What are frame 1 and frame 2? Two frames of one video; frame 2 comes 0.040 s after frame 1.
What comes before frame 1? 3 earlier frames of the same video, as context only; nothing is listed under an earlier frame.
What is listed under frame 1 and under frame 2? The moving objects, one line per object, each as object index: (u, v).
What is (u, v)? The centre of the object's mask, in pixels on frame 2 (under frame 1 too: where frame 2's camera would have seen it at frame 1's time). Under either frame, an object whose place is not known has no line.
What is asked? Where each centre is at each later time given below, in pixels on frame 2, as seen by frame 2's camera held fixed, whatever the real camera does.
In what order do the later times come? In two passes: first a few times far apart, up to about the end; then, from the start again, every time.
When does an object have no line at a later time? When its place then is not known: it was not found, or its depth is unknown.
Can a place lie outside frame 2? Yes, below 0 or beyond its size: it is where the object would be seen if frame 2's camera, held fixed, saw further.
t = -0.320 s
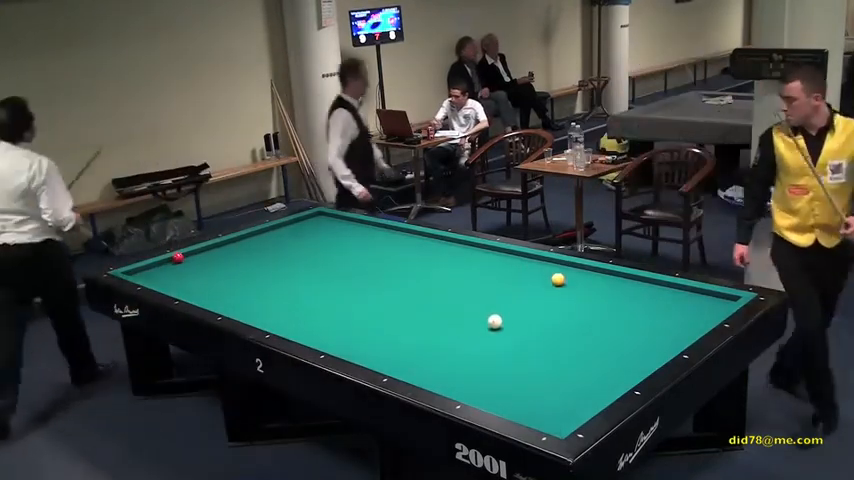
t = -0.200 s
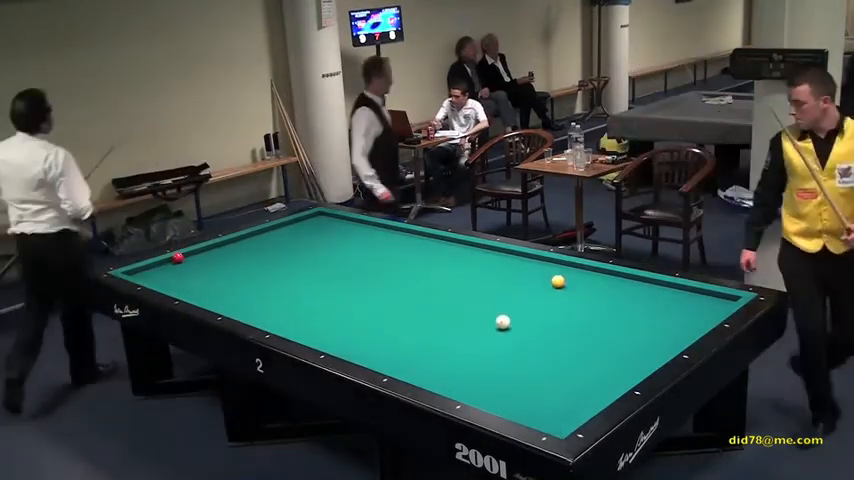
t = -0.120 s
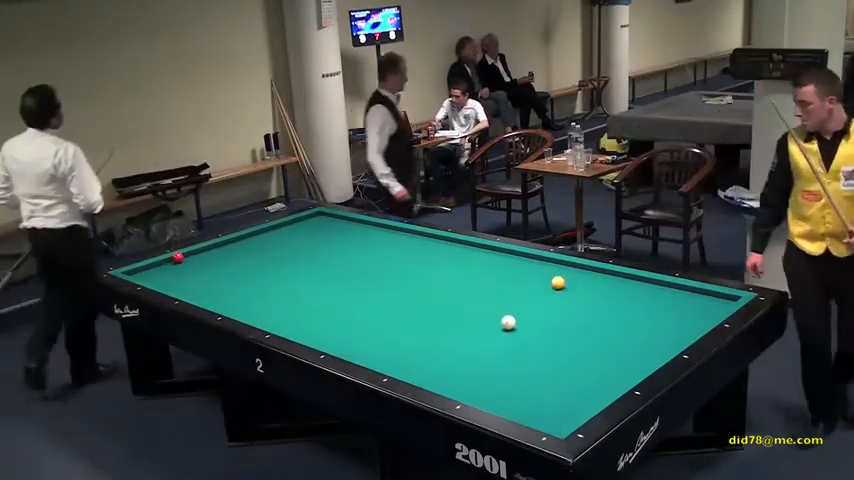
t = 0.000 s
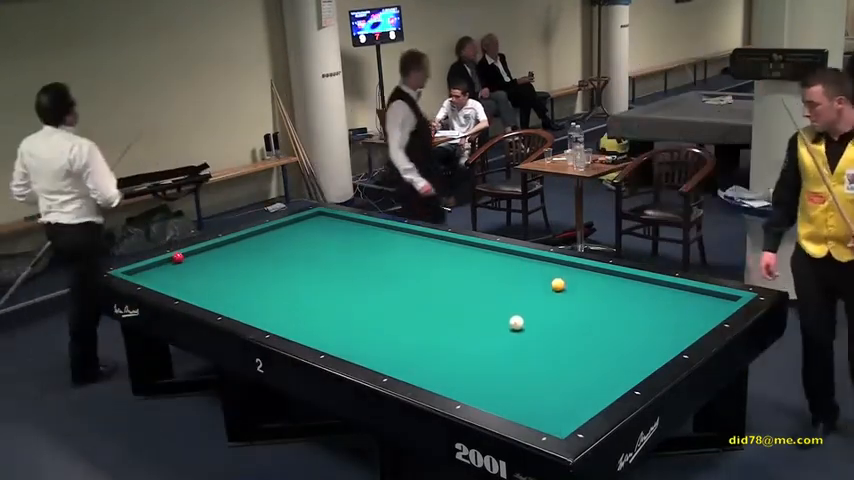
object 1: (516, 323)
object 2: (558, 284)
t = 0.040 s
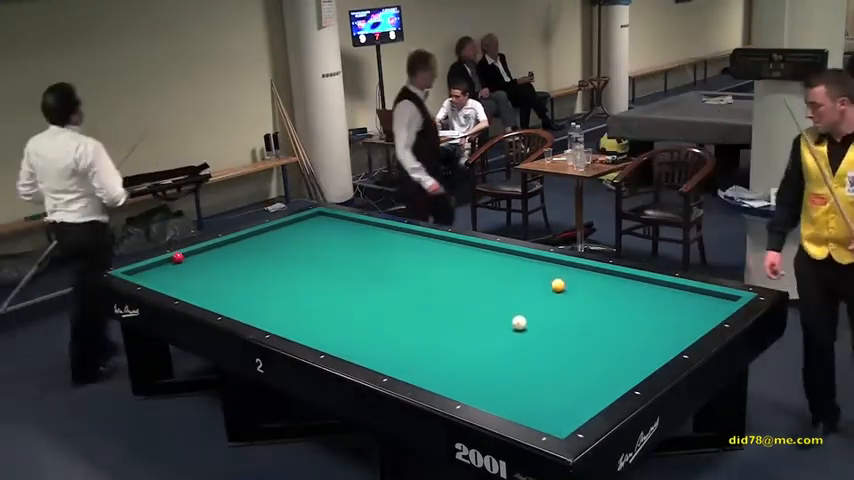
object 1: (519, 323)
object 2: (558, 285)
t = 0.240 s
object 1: (531, 324)
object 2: (558, 289)
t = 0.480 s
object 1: (547, 324)
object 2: (558, 292)
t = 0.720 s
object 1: (561, 325)
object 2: (558, 296)
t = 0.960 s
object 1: (576, 326)
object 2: (558, 299)
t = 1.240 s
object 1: (591, 326)
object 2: (558, 303)
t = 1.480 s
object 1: (604, 327)
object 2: (558, 306)
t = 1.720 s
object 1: (616, 328)
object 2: (558, 309)
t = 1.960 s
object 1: (628, 328)
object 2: (557, 312)
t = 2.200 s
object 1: (640, 329)
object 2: (557, 315)
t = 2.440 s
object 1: (650, 329)
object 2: (557, 317)
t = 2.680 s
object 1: (660, 330)
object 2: (557, 319)
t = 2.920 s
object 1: (669, 330)
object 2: (557, 321)
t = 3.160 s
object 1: (677, 330)
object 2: (557, 323)
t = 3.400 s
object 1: (684, 330)
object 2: (556, 325)
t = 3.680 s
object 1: (686, 330)
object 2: (556, 327)
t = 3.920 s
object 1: (684, 329)
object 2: (556, 328)
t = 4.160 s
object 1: (682, 328)
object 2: (556, 329)
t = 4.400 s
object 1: (681, 327)
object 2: (556, 329)
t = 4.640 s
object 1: (680, 327)
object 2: (555, 330)
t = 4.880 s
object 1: (679, 326)
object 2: (556, 330)
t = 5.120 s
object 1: (679, 326)
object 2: (555, 330)
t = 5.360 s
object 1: (678, 326)
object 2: (556, 330)
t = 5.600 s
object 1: (678, 326)
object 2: (556, 330)
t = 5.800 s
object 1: (678, 326)
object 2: (555, 330)
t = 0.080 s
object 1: (521, 323)
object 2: (558, 286)
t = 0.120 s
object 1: (524, 323)
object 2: (558, 287)
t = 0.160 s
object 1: (527, 323)
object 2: (558, 287)
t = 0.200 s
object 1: (529, 324)
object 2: (558, 288)
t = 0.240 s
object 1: (531, 324)
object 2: (558, 289)
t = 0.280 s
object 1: (534, 324)
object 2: (558, 289)
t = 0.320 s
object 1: (537, 324)
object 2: (558, 290)
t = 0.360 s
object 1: (539, 324)
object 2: (558, 290)
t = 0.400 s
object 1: (542, 324)
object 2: (558, 291)
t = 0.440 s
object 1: (544, 324)
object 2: (558, 291)
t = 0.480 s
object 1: (547, 324)
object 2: (558, 292)
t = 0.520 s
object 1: (549, 324)
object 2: (558, 293)
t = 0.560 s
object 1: (552, 325)
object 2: (558, 293)
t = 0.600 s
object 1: (554, 325)
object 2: (558, 294)
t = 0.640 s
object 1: (557, 325)
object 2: (558, 294)
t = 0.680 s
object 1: (559, 325)
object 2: (558, 295)
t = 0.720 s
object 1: (561, 325)
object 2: (558, 296)
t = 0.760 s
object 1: (564, 325)
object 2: (558, 296)
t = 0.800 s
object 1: (566, 325)
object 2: (558, 297)
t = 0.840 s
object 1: (569, 325)
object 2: (558, 297)
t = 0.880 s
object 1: (571, 325)
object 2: (558, 298)
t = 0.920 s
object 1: (573, 326)
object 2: (558, 299)
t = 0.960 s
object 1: (576, 326)
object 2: (558, 299)
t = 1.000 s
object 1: (578, 326)
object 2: (558, 300)
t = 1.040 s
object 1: (580, 326)
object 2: (558, 300)
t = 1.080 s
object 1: (582, 326)
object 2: (558, 301)
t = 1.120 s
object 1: (584, 326)
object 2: (558, 301)
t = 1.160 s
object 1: (587, 326)
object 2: (558, 302)
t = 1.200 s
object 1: (589, 326)
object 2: (558, 302)
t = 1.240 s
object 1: (591, 326)
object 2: (558, 303)
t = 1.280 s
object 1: (593, 326)
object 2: (558, 304)
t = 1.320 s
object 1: (596, 326)
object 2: (558, 304)
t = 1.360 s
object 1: (598, 327)
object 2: (558, 305)
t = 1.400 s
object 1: (600, 327)
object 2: (558, 305)
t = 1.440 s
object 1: (602, 327)
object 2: (558, 306)
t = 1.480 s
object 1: (604, 327)
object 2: (558, 306)
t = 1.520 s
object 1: (606, 327)
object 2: (558, 307)
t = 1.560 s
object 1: (608, 327)
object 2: (558, 307)
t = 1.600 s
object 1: (610, 327)
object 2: (558, 308)
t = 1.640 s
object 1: (612, 327)
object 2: (558, 308)
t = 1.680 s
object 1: (615, 327)
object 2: (558, 309)
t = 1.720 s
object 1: (616, 328)
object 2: (558, 309)
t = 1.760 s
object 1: (618, 328)
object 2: (558, 310)
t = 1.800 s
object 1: (620, 328)
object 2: (558, 310)
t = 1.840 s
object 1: (623, 328)
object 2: (557, 310)
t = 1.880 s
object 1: (624, 328)
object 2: (558, 311)
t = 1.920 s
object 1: (626, 328)
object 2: (558, 312)
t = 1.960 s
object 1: (628, 328)
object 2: (557, 312)
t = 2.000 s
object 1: (630, 328)
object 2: (557, 312)
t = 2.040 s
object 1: (632, 328)
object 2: (557, 313)
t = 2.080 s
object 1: (634, 328)
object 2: (557, 313)
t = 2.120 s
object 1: (635, 328)
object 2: (557, 314)
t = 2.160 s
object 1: (638, 329)
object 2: (557, 314)
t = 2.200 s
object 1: (640, 329)
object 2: (557, 315)
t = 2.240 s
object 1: (641, 329)
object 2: (557, 315)
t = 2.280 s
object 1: (643, 329)
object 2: (557, 315)
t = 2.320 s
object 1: (645, 329)
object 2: (557, 316)
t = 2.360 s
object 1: (647, 329)
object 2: (557, 316)
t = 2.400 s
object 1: (648, 329)
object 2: (557, 316)
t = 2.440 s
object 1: (650, 329)
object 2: (557, 317)
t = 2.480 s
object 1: (652, 329)
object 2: (557, 317)
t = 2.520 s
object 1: (653, 330)
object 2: (557, 318)
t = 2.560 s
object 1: (655, 330)
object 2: (557, 318)
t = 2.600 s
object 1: (656, 330)
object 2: (557, 318)
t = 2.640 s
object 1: (658, 330)
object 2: (557, 319)
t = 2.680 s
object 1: (660, 330)
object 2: (557, 319)
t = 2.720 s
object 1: (661, 330)
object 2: (557, 320)
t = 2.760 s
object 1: (663, 330)
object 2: (557, 320)
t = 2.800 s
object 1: (664, 330)
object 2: (557, 320)
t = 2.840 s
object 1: (666, 330)
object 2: (557, 321)
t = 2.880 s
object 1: (668, 330)
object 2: (557, 321)
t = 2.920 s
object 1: (669, 330)
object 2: (557, 321)
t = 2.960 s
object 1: (670, 330)
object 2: (557, 321)
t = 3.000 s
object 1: (672, 330)
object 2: (557, 322)
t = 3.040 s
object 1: (673, 331)
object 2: (557, 322)
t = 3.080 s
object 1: (675, 331)
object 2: (557, 323)
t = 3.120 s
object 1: (676, 331)
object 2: (557, 323)
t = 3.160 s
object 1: (677, 330)
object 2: (557, 323)
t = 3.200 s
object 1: (679, 331)
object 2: (557, 323)
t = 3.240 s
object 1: (680, 331)
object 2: (556, 324)
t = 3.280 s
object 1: (681, 331)
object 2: (557, 324)
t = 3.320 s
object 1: (682, 331)
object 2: (557, 324)
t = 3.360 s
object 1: (683, 330)
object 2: (556, 324)
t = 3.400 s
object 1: (684, 330)
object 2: (556, 325)
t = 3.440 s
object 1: (686, 331)
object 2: (556, 325)
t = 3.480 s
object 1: (687, 330)
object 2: (556, 325)
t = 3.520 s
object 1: (687, 330)
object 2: (556, 326)
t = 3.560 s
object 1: (687, 330)
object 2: (556, 326)
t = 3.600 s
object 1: (686, 330)
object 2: (556, 326)
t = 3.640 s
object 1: (686, 330)
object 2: (556, 326)
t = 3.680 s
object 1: (686, 330)
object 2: (556, 327)
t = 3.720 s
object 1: (685, 329)
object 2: (556, 327)
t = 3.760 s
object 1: (685, 329)
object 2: (556, 327)
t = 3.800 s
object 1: (684, 329)
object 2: (556, 327)
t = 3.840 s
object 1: (684, 329)
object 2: (556, 327)
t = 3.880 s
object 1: (684, 329)
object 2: (556, 328)
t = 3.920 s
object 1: (684, 329)
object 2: (556, 328)
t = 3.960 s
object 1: (683, 329)
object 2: (556, 328)
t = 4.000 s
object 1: (683, 329)
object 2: (556, 328)
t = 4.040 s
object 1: (683, 329)
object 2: (556, 328)
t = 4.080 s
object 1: (683, 328)
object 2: (556, 328)
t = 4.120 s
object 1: (682, 328)
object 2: (556, 328)
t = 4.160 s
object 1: (682, 328)
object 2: (556, 329)
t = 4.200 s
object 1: (682, 328)
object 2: (556, 329)
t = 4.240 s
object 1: (682, 328)
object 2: (556, 329)
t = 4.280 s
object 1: (681, 328)
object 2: (556, 329)
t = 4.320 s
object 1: (681, 328)
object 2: (556, 329)
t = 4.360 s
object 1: (681, 327)
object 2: (556, 329)
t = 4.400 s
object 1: (681, 327)
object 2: (556, 329)
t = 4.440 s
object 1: (681, 327)
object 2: (556, 329)
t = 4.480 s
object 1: (681, 327)
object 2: (556, 329)
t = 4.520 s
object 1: (680, 327)
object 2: (556, 330)
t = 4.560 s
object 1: (680, 327)
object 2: (556, 330)
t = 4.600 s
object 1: (680, 327)
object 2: (555, 330)
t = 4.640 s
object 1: (680, 327)
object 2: (555, 330)
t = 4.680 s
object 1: (679, 327)
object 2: (555, 330)
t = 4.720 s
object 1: (679, 326)
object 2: (555, 330)
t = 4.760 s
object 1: (679, 327)
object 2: (556, 330)
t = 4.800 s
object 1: (679, 327)
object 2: (555, 330)
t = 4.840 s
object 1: (679, 326)
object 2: (555, 330)
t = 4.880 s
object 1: (679, 326)
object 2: (556, 330)
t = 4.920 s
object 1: (679, 326)
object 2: (555, 330)
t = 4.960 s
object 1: (679, 326)
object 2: (555, 330)
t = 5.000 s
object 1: (678, 326)
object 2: (556, 330)
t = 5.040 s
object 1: (678, 326)
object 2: (556, 330)
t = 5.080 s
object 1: (678, 326)
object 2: (555, 330)
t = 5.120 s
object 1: (679, 326)
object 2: (555, 330)
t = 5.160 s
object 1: (679, 326)
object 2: (555, 330)
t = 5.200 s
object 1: (678, 326)
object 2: (555, 330)
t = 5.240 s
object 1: (678, 326)
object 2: (555, 330)
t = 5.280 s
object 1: (678, 326)
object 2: (555, 330)
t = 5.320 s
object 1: (678, 326)
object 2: (556, 330)
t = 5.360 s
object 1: (678, 326)
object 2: (556, 330)
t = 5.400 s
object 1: (678, 326)
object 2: (556, 330)
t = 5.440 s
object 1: (678, 326)
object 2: (556, 330)
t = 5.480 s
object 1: (678, 326)
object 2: (556, 330)
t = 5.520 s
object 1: (678, 326)
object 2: (556, 330)
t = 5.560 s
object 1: (678, 326)
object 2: (556, 330)
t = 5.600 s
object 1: (678, 326)
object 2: (556, 330)
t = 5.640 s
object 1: (678, 326)
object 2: (556, 330)
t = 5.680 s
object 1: (678, 326)
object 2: (555, 330)
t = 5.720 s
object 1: (678, 326)
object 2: (556, 330)
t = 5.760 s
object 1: (678, 326)
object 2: (555, 330)
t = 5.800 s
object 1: (678, 326)
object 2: (555, 330)
